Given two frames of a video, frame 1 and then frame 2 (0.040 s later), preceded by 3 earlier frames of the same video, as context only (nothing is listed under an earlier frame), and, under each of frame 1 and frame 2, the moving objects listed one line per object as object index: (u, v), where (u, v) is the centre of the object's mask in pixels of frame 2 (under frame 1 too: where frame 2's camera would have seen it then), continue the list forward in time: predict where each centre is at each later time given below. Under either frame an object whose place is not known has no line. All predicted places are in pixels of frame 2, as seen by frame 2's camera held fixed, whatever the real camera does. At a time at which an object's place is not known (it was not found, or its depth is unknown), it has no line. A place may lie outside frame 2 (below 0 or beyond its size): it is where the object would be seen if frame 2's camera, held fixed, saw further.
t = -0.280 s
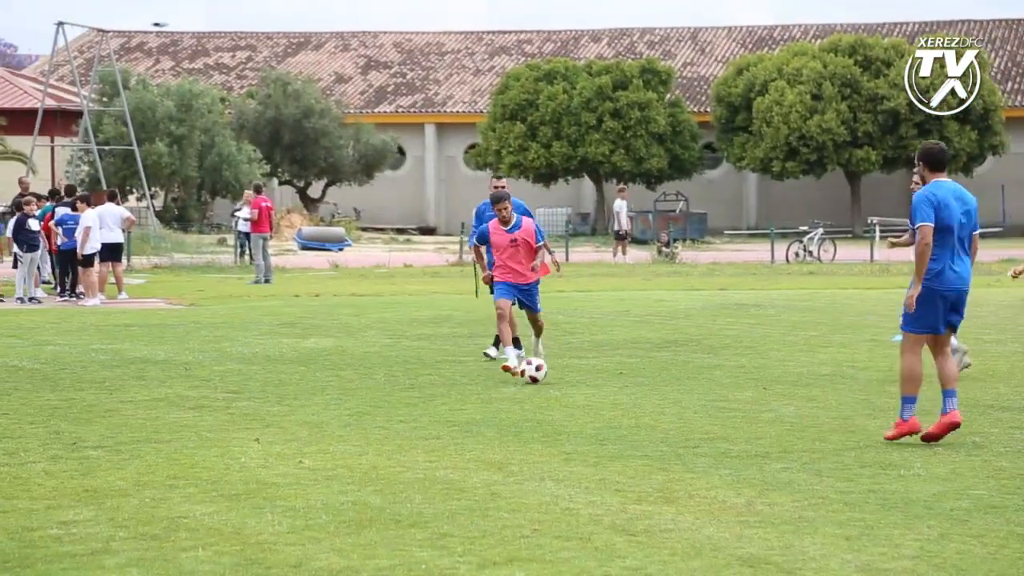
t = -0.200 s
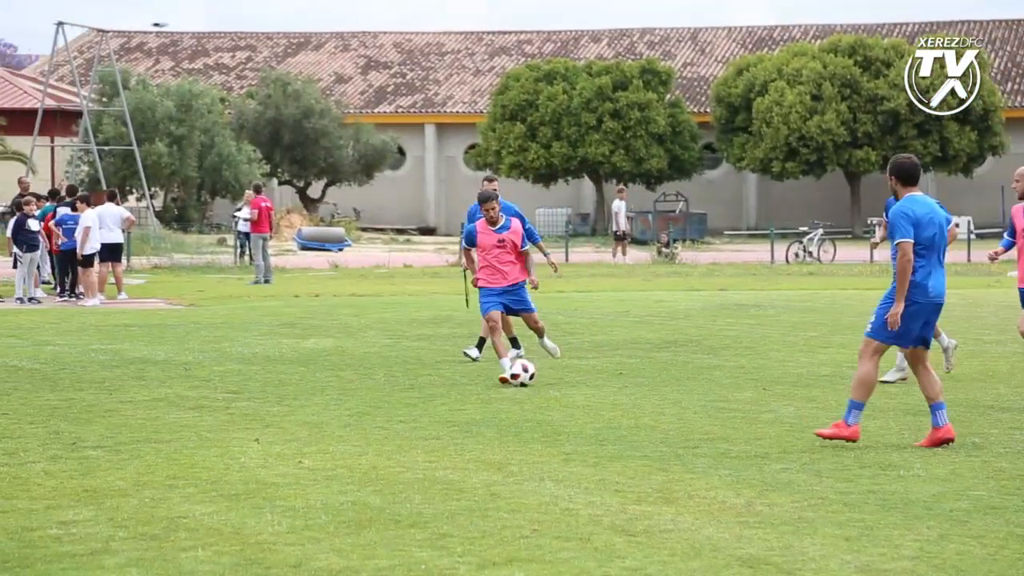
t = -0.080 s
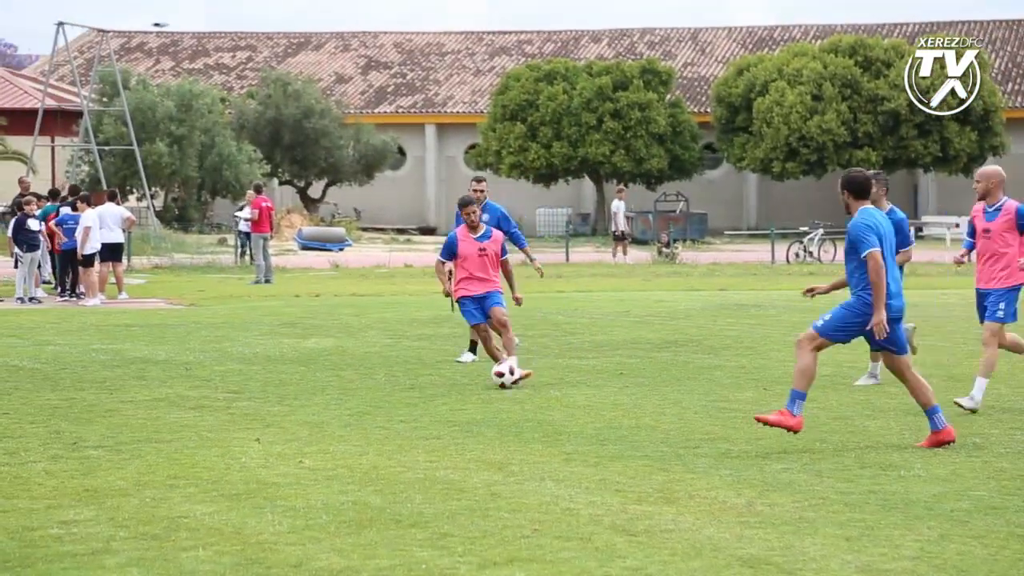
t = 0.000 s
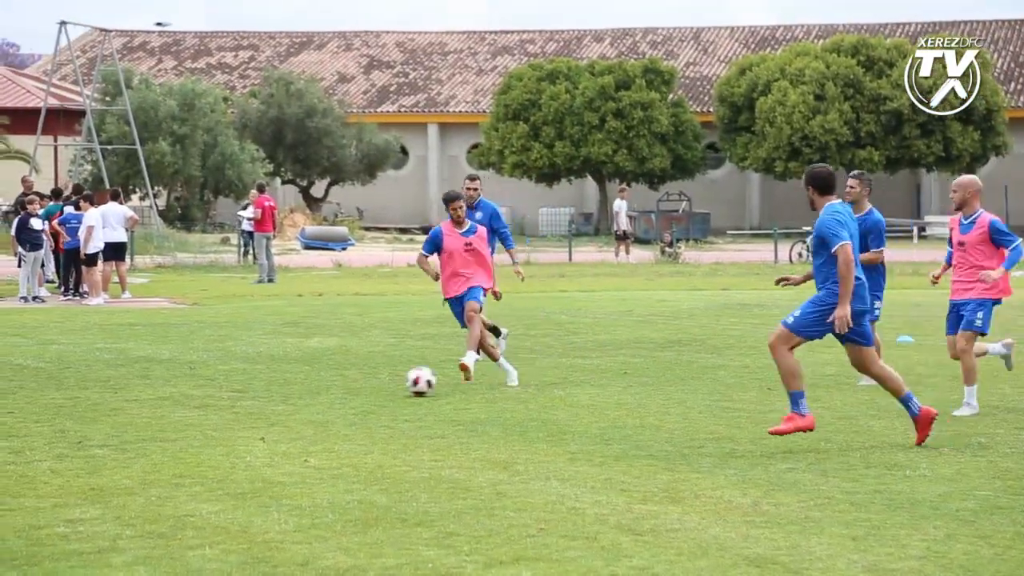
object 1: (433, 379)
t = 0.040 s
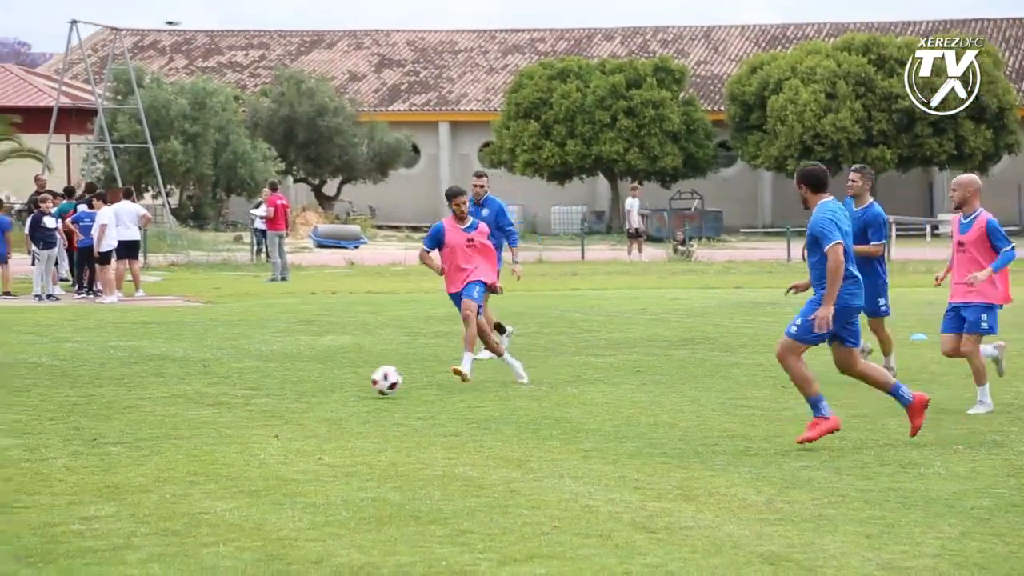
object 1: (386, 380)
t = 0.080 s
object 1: (337, 384)
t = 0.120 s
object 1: (287, 390)
